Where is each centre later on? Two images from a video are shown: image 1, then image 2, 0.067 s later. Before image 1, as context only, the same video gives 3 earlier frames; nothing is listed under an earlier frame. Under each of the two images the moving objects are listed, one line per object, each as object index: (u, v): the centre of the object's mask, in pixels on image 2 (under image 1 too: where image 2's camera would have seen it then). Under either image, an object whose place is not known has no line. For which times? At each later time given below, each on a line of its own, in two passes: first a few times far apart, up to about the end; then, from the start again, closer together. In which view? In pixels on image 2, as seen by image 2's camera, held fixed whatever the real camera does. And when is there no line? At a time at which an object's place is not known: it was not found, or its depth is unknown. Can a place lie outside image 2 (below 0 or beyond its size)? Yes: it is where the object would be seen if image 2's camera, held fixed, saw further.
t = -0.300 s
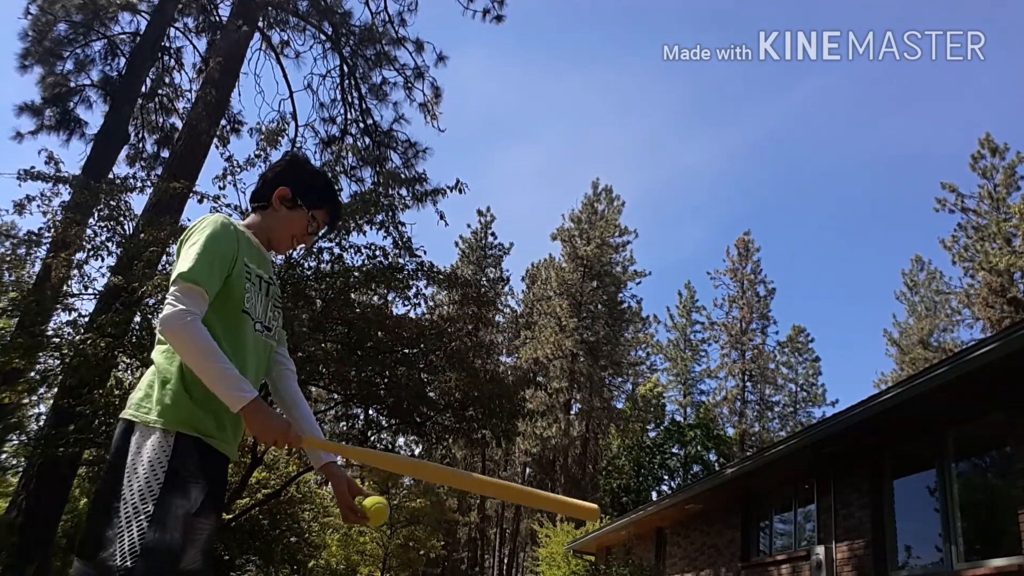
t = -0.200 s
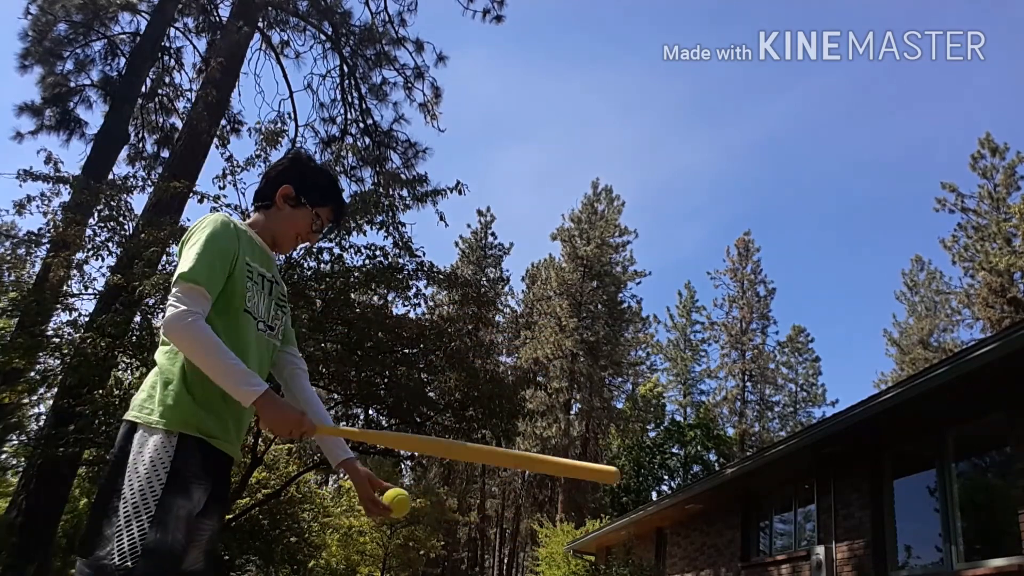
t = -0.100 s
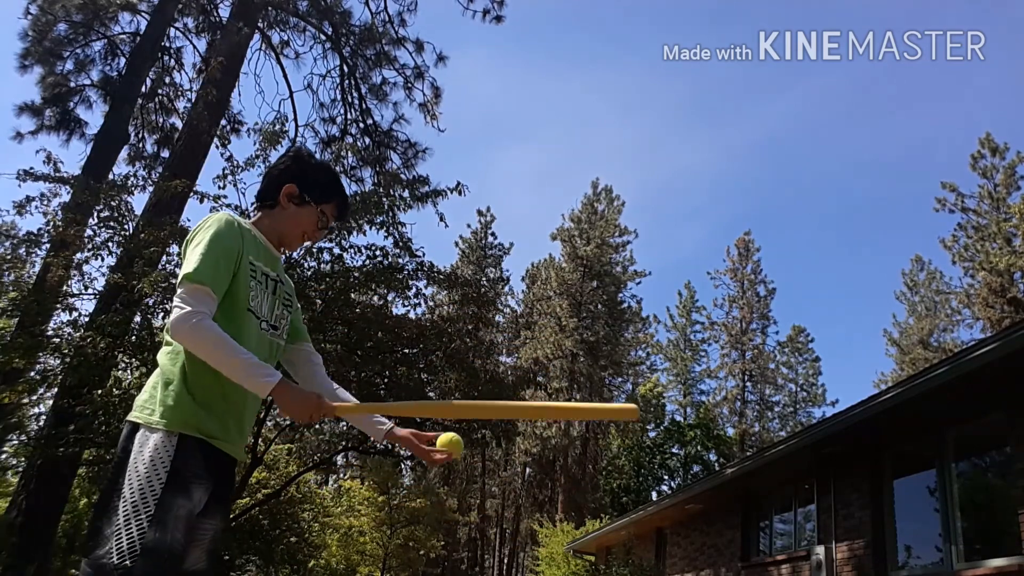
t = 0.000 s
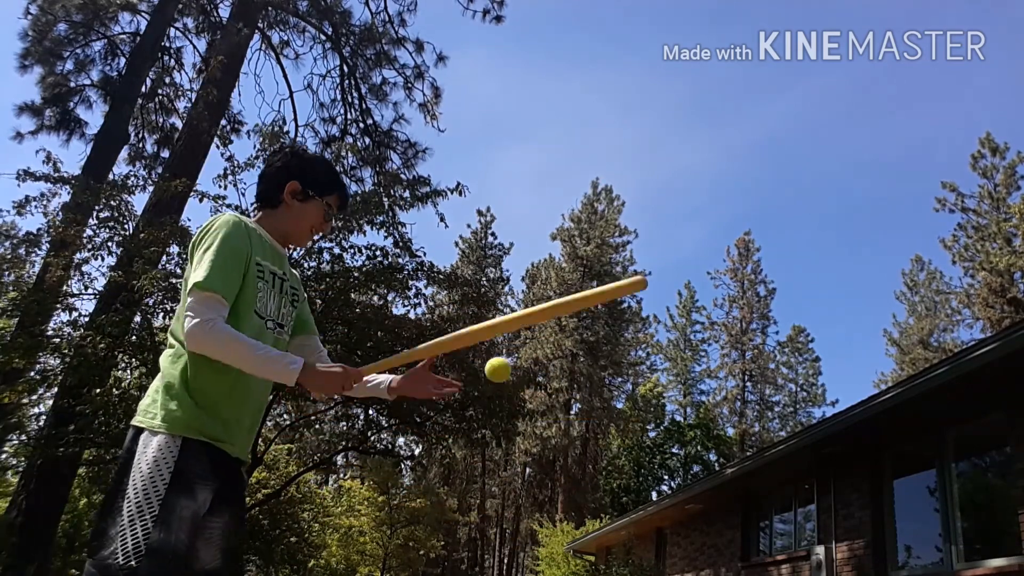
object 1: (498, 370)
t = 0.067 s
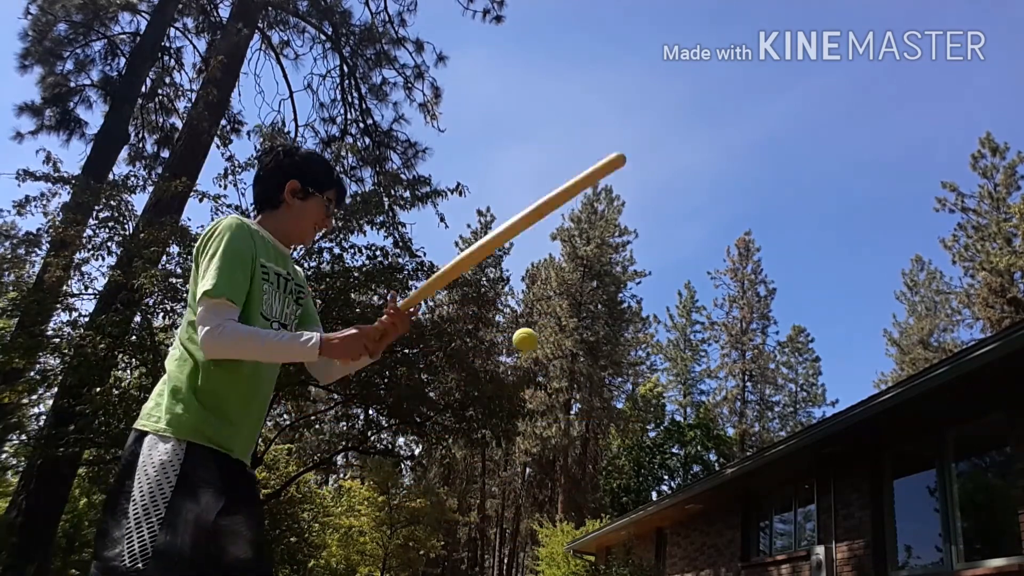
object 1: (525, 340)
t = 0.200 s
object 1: (572, 326)
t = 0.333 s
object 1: (612, 373)
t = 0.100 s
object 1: (538, 331)
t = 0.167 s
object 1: (561, 324)
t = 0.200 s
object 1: (572, 326)
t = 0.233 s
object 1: (583, 332)
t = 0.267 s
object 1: (593, 341)
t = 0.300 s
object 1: (602, 355)
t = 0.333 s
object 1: (612, 373)
